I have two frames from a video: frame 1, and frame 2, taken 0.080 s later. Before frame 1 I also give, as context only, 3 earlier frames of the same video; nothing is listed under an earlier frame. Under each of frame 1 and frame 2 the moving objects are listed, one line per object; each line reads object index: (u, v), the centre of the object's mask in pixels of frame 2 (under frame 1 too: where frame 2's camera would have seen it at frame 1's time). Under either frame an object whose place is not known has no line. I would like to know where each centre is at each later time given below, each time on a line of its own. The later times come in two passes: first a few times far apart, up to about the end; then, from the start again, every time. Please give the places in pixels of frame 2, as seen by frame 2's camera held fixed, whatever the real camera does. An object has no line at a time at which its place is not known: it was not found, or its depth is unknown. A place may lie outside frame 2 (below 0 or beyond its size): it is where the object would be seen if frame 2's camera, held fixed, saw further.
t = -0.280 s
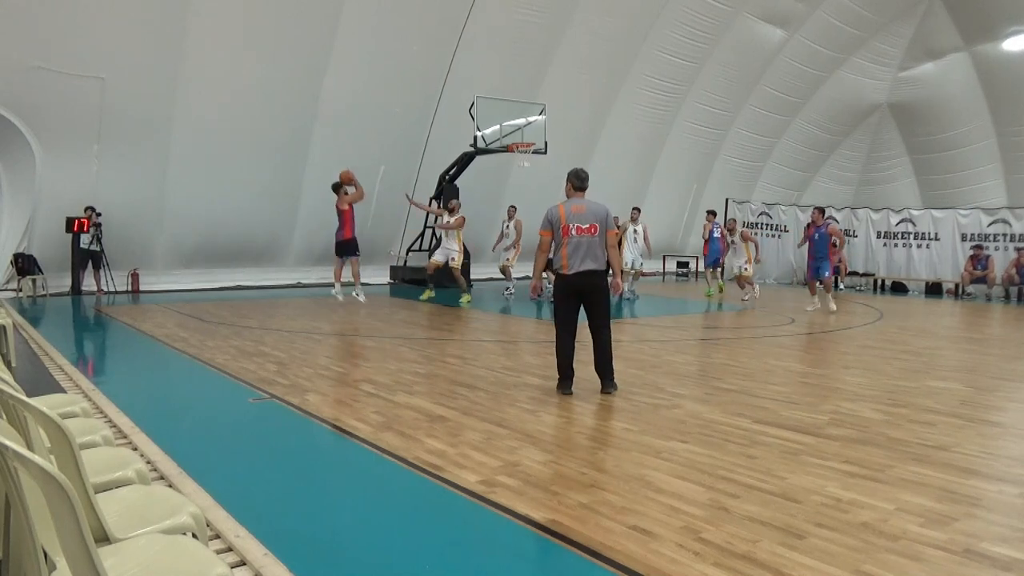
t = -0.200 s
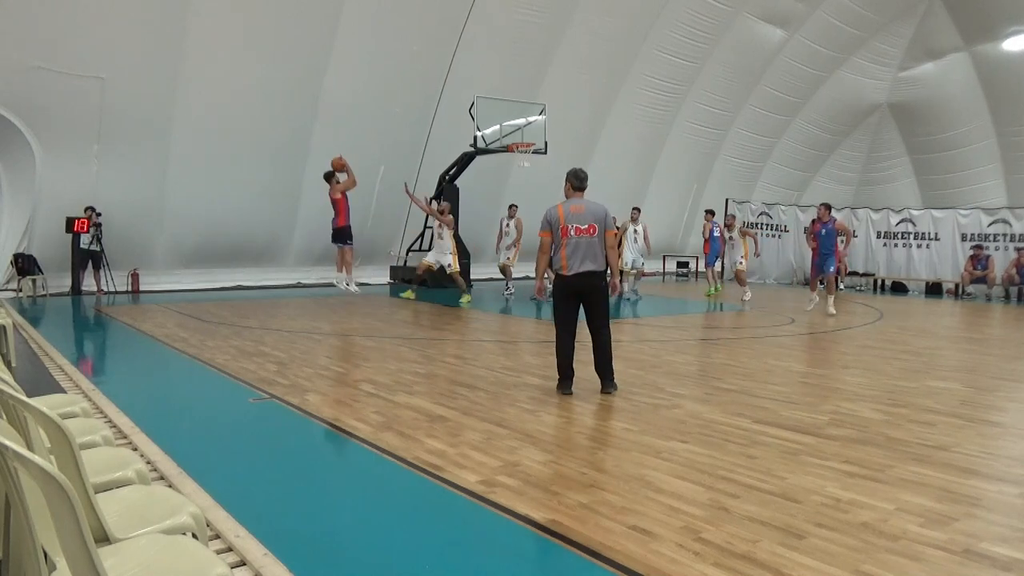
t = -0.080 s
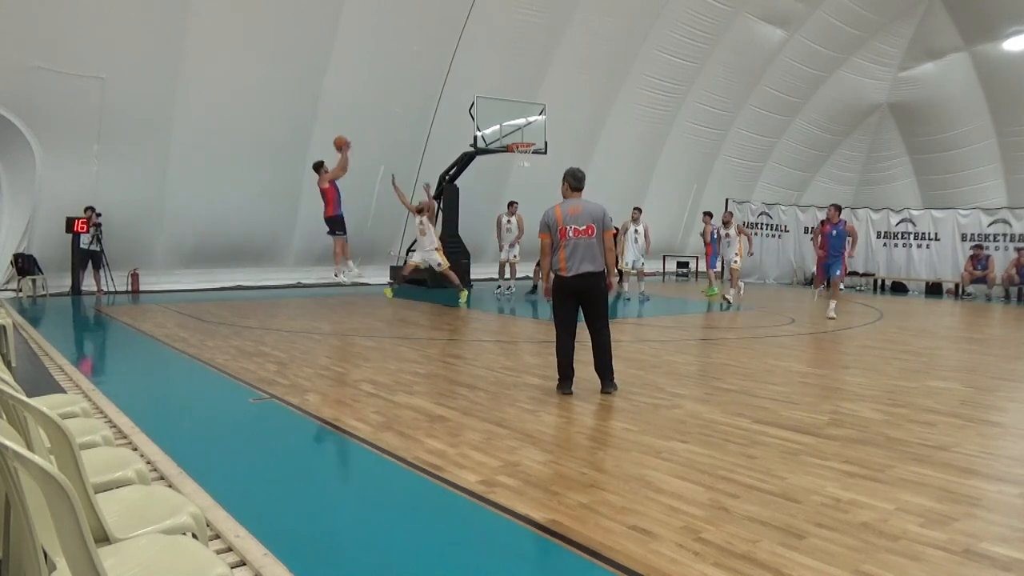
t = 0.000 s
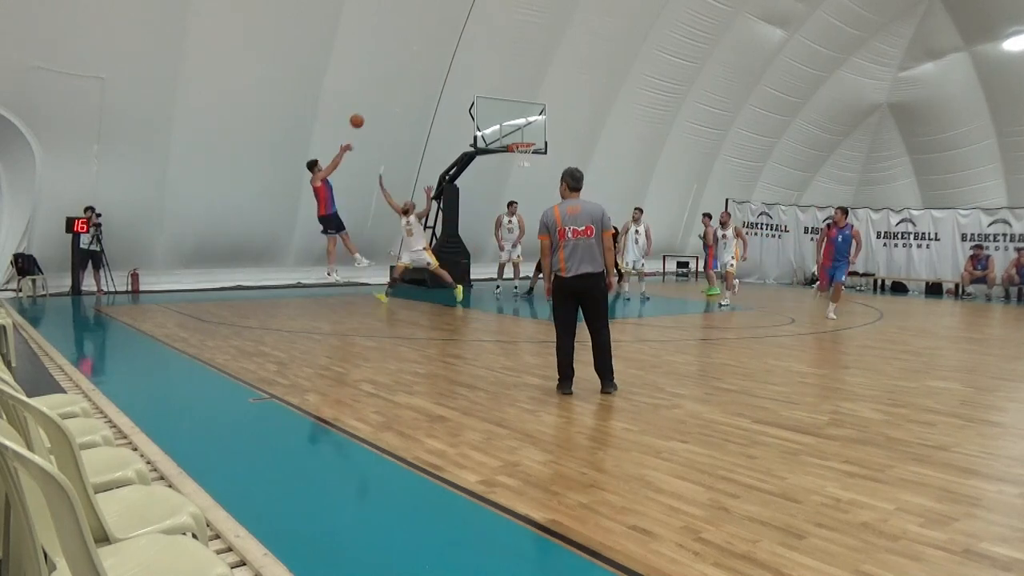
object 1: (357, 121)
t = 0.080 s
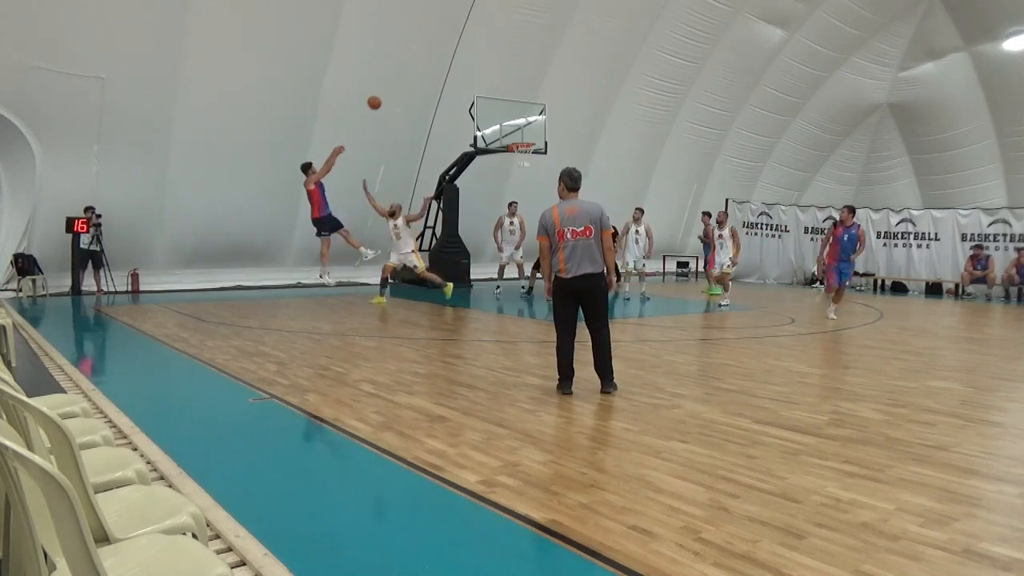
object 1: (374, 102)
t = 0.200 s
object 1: (399, 82)
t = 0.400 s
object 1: (439, 68)
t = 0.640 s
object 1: (483, 79)
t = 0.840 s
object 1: (518, 110)
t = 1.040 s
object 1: (550, 139)
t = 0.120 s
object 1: (383, 95)
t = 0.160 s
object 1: (391, 88)
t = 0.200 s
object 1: (399, 82)
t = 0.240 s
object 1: (408, 77)
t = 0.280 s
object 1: (415, 74)
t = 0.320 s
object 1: (423, 71)
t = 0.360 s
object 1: (431, 69)
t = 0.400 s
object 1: (439, 68)
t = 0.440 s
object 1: (446, 68)
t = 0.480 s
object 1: (454, 68)
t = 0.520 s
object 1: (462, 70)
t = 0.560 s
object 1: (469, 72)
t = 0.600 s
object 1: (476, 75)
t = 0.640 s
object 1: (483, 79)
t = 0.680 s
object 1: (490, 84)
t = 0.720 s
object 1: (497, 89)
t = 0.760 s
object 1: (504, 96)
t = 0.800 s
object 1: (511, 103)
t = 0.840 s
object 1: (518, 110)
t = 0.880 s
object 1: (524, 119)
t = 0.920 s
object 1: (531, 128)
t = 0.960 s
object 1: (537, 137)
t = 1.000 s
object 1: (543, 138)
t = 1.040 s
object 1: (550, 139)
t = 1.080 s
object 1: (556, 140)
